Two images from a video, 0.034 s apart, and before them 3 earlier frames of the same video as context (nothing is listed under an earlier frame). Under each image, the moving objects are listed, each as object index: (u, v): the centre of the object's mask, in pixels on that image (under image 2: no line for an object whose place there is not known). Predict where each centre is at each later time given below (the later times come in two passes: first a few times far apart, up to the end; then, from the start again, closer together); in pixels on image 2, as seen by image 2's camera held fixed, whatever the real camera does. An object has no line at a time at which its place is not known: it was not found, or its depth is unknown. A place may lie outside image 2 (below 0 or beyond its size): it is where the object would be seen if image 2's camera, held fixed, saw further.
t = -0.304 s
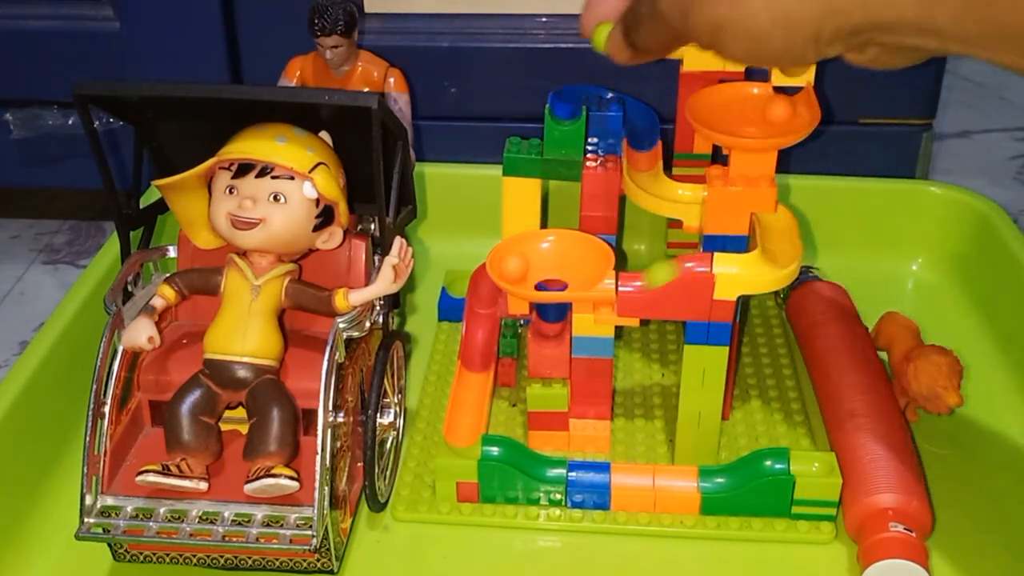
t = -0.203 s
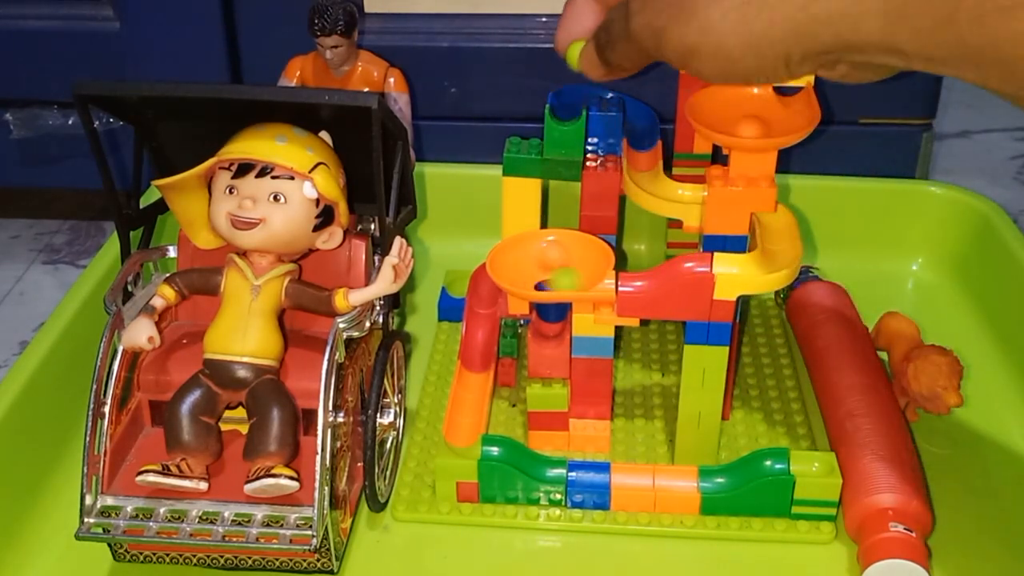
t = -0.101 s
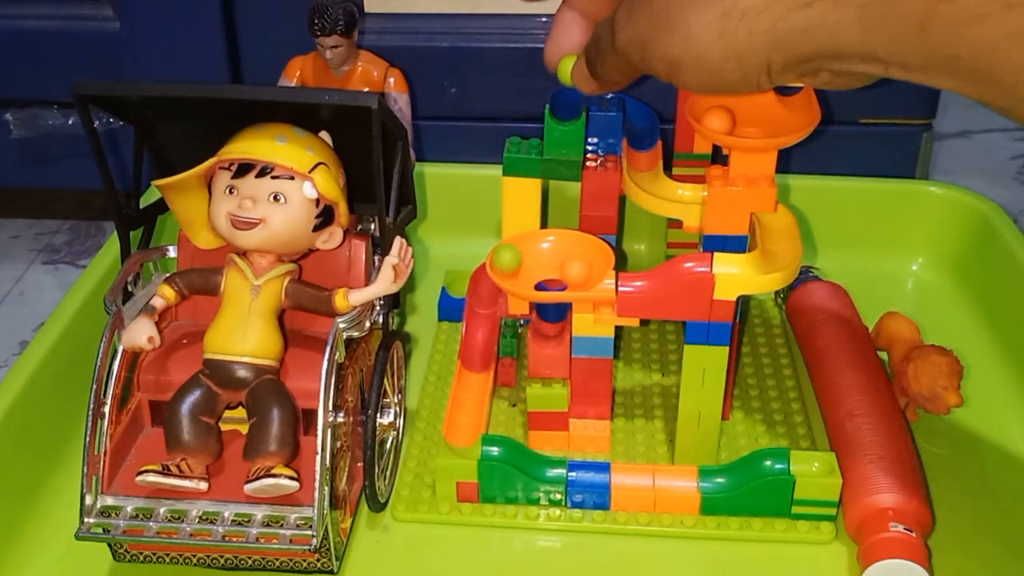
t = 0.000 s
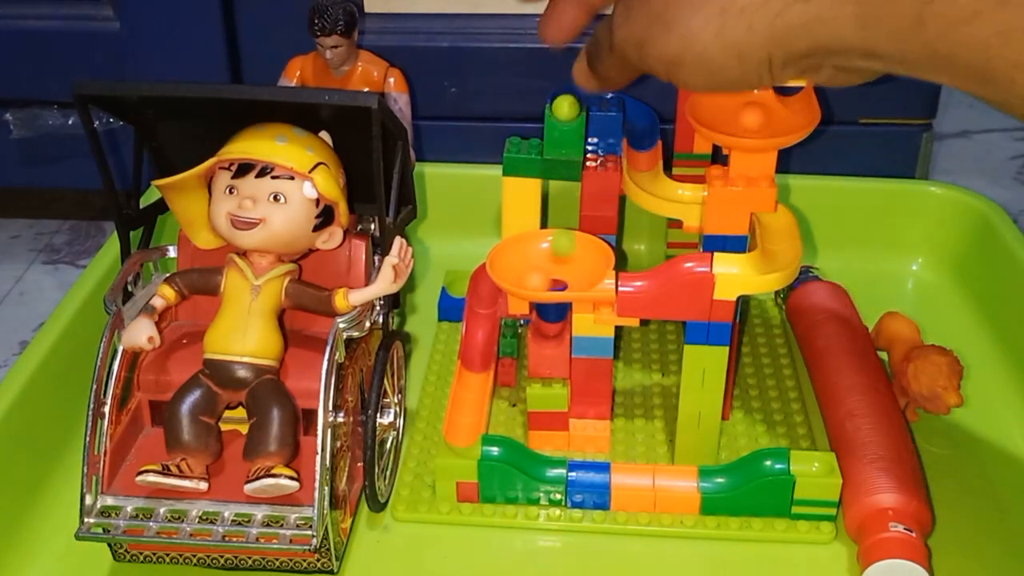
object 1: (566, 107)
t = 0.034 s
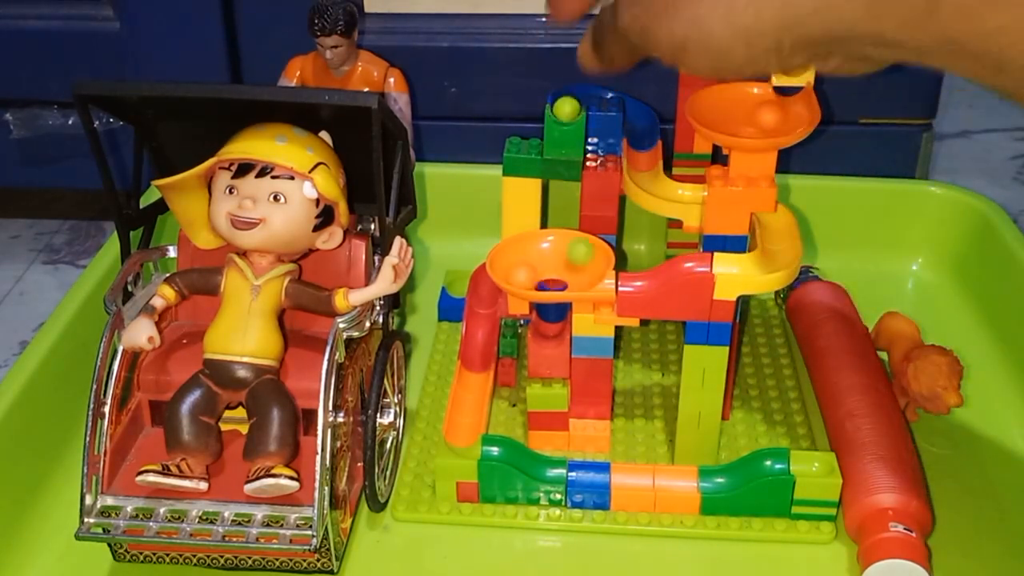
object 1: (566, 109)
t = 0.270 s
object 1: (641, 123)
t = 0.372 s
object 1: (642, 166)
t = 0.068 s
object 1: (566, 105)
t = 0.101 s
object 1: (566, 98)
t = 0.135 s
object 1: (571, 91)
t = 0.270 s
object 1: (641, 123)
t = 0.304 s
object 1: (641, 136)
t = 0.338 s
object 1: (642, 155)
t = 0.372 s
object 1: (642, 166)
